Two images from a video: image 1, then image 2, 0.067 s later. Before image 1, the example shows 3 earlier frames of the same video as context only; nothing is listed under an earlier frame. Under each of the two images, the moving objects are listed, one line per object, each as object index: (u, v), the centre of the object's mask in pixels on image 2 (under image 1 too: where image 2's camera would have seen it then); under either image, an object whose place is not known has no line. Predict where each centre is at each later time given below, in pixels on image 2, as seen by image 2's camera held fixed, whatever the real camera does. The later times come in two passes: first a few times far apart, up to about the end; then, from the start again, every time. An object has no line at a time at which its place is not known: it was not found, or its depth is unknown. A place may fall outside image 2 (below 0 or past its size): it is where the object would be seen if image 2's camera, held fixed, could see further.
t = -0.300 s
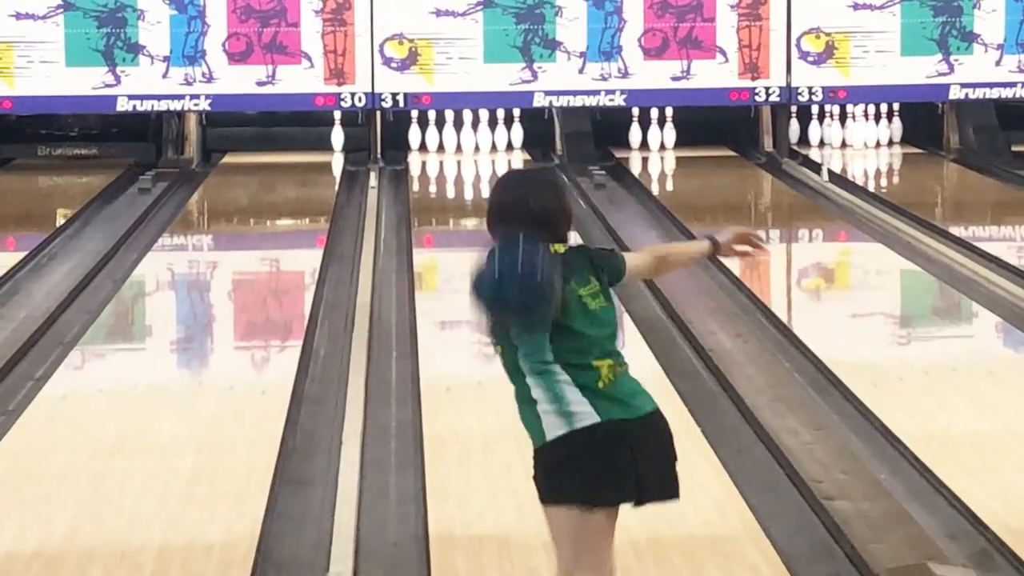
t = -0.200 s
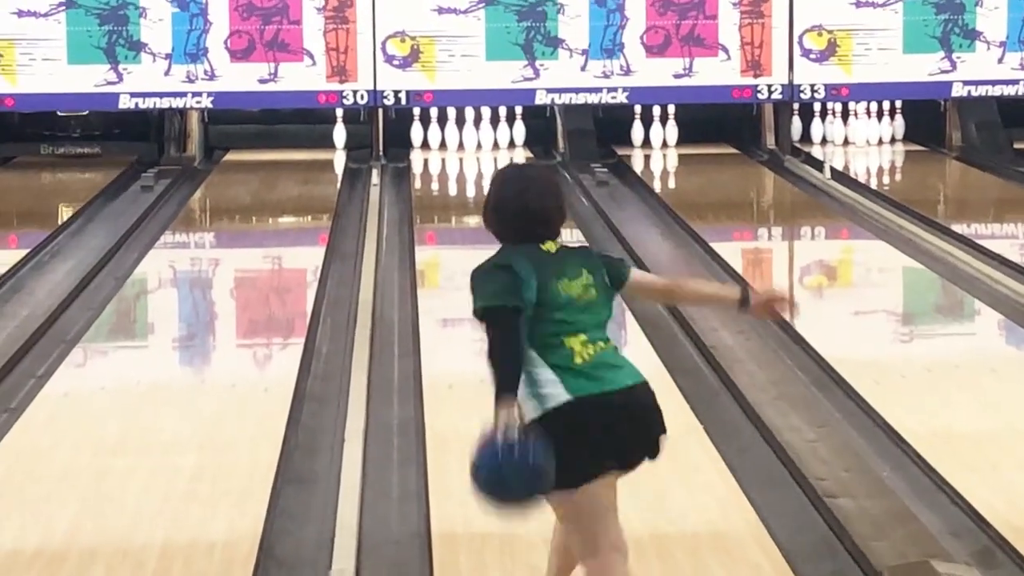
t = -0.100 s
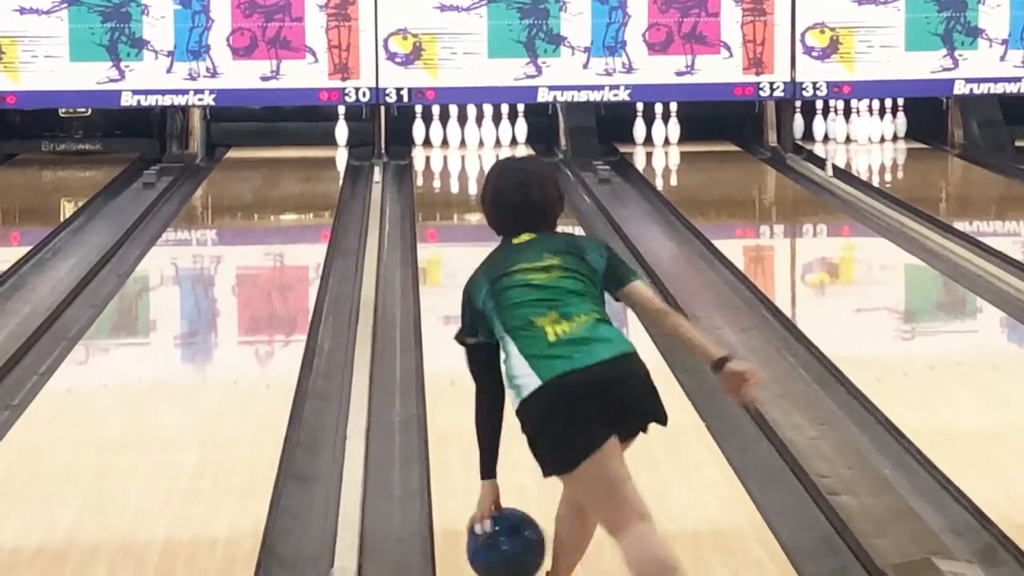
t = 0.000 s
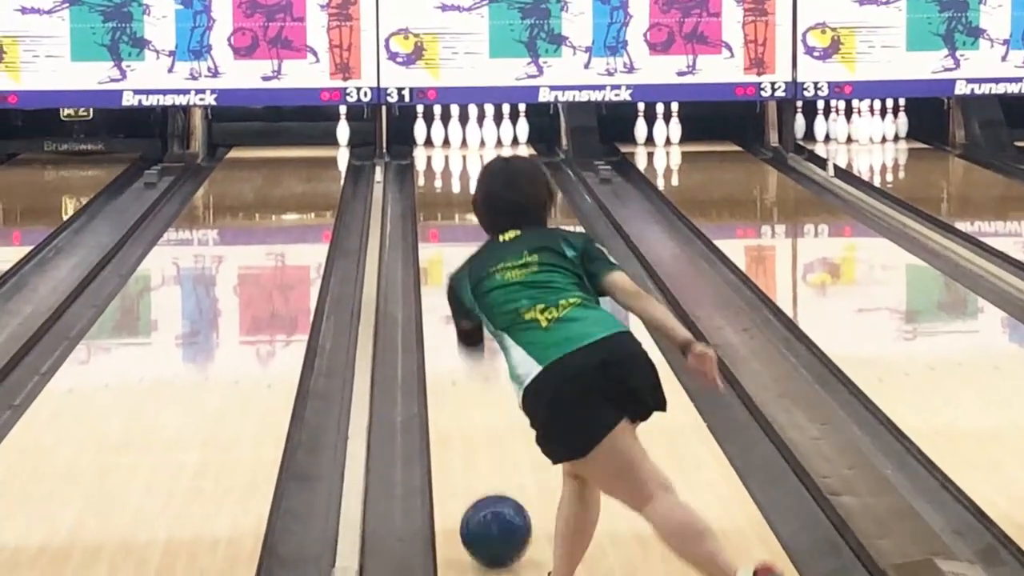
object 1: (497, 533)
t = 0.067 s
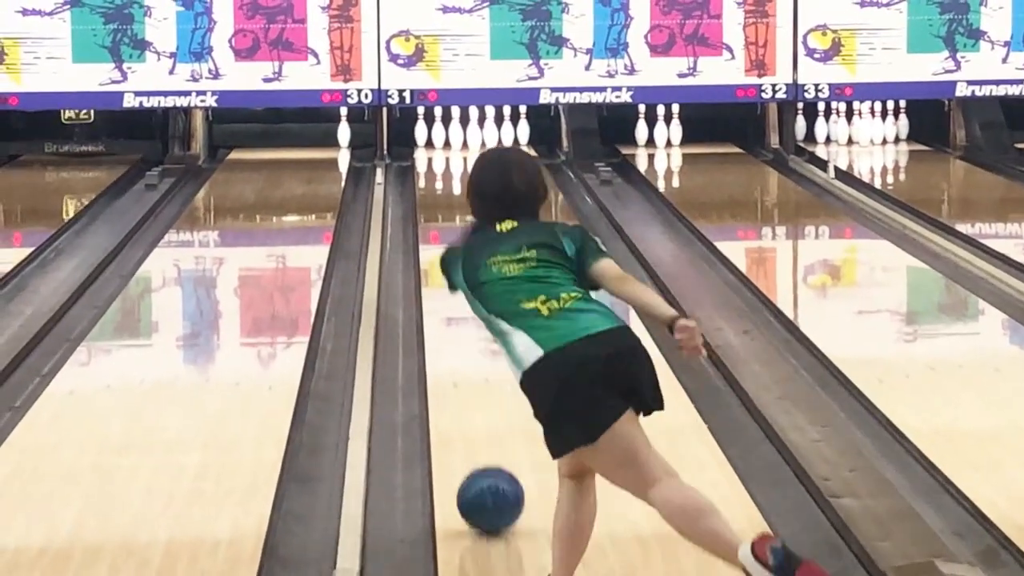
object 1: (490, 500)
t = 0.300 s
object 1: (473, 410)
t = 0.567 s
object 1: (462, 337)
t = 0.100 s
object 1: (488, 485)
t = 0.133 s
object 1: (485, 471)
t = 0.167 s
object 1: (483, 457)
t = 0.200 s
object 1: (480, 445)
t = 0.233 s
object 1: (477, 433)
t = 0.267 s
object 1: (475, 421)
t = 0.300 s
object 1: (473, 410)
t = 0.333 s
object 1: (472, 399)
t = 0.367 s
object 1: (470, 389)
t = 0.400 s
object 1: (468, 380)
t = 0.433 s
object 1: (467, 370)
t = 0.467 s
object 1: (465, 362)
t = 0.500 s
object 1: (464, 353)
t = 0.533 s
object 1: (463, 345)
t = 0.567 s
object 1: (462, 337)
